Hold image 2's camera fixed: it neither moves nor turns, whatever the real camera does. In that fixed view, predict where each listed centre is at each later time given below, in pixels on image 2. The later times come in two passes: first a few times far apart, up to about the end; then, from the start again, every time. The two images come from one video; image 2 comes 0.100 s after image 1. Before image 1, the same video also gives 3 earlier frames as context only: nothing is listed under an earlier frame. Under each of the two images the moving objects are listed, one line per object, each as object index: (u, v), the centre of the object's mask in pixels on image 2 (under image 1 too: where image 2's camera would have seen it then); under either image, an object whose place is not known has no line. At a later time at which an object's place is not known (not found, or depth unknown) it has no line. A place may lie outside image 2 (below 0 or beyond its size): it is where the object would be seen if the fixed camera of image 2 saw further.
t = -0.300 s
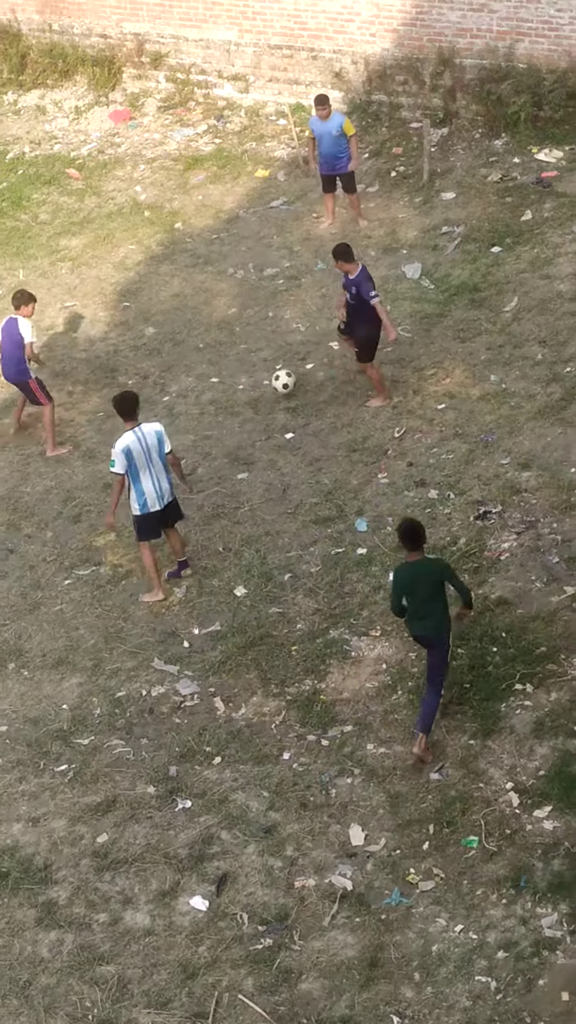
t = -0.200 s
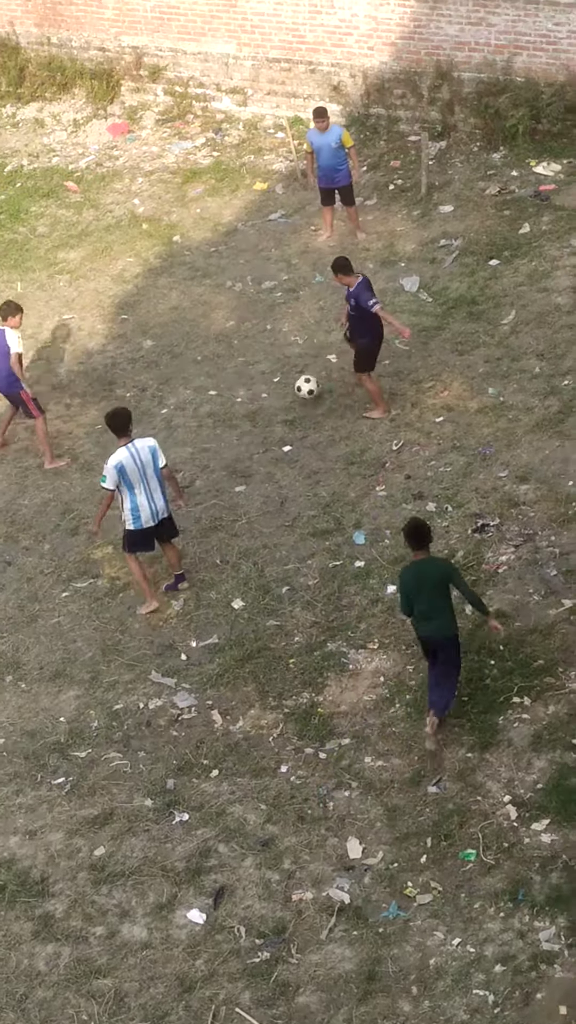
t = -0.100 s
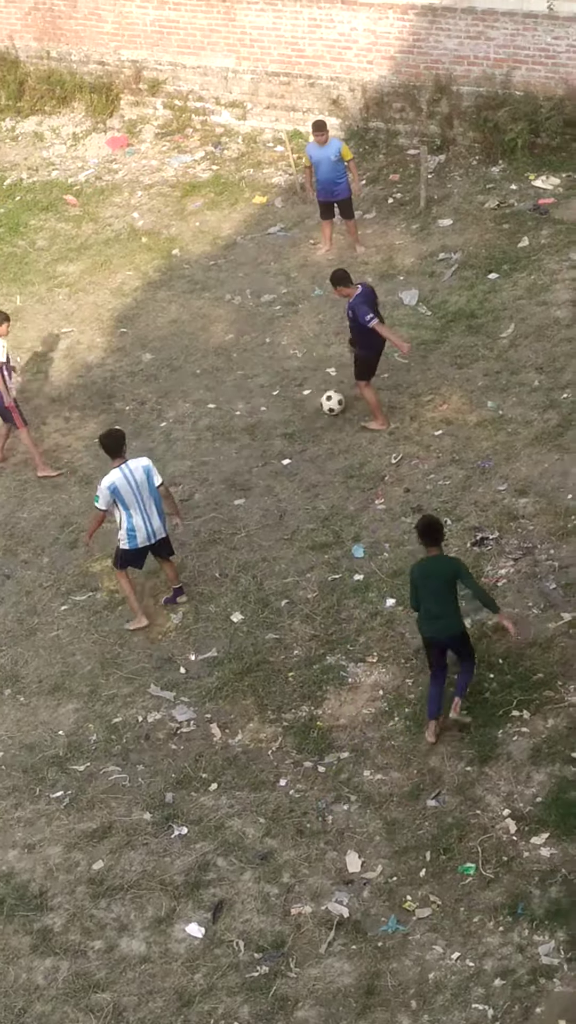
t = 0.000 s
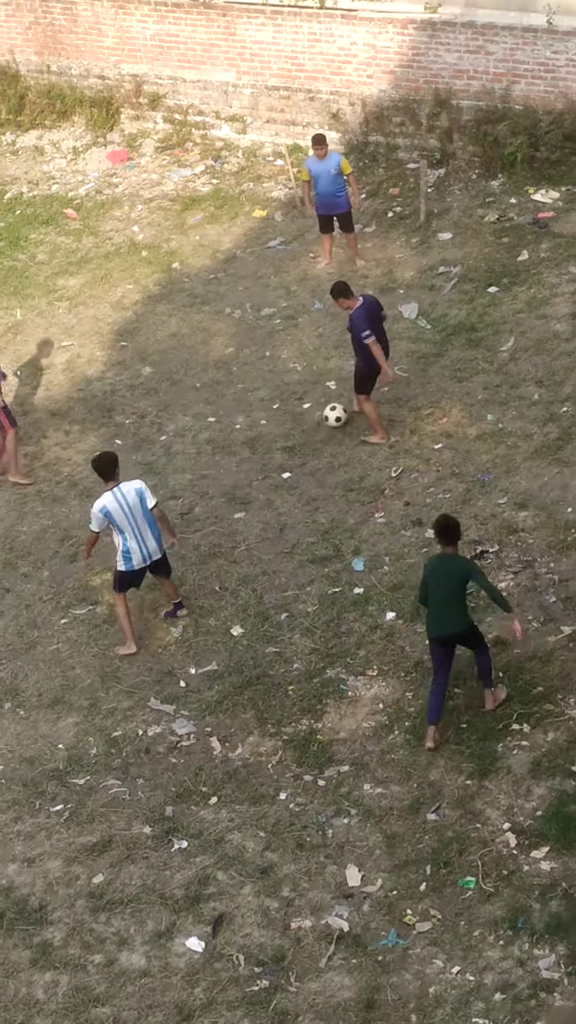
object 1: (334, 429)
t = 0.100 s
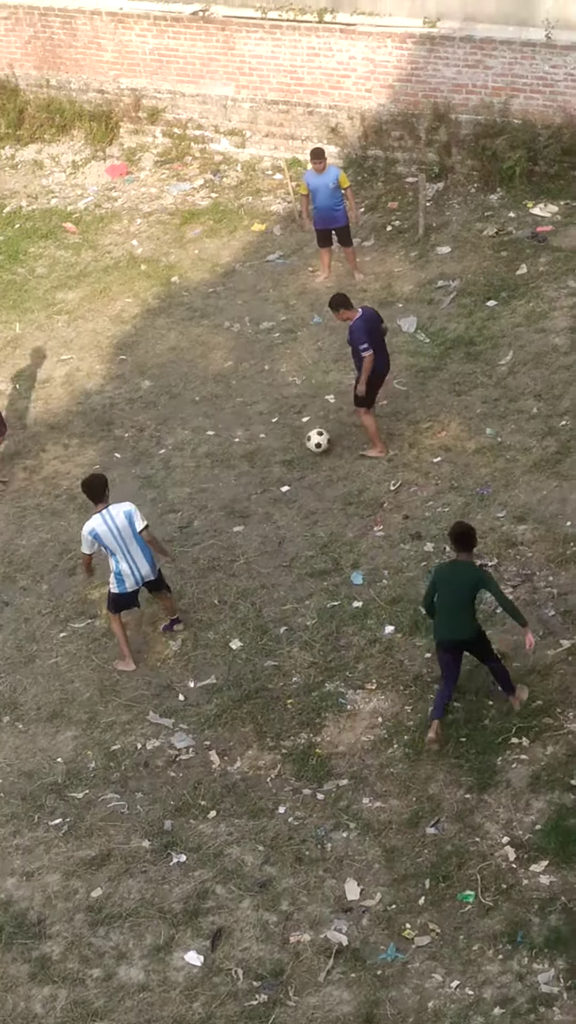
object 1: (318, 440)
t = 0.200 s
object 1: (312, 443)
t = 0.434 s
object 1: (298, 457)
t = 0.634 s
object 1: (288, 464)
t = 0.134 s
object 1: (315, 442)
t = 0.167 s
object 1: (313, 442)
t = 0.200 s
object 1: (312, 443)
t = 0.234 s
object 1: (310, 445)
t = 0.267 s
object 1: (309, 448)
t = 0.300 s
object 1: (307, 449)
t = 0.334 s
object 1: (304, 451)
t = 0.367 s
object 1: (302, 455)
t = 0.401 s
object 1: (300, 456)
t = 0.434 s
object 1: (298, 457)
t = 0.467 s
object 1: (296, 458)
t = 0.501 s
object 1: (294, 460)
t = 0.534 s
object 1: (292, 461)
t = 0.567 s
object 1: (290, 462)
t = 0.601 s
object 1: (289, 463)
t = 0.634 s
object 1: (288, 464)
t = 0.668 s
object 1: (287, 465)
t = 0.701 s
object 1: (285, 467)
